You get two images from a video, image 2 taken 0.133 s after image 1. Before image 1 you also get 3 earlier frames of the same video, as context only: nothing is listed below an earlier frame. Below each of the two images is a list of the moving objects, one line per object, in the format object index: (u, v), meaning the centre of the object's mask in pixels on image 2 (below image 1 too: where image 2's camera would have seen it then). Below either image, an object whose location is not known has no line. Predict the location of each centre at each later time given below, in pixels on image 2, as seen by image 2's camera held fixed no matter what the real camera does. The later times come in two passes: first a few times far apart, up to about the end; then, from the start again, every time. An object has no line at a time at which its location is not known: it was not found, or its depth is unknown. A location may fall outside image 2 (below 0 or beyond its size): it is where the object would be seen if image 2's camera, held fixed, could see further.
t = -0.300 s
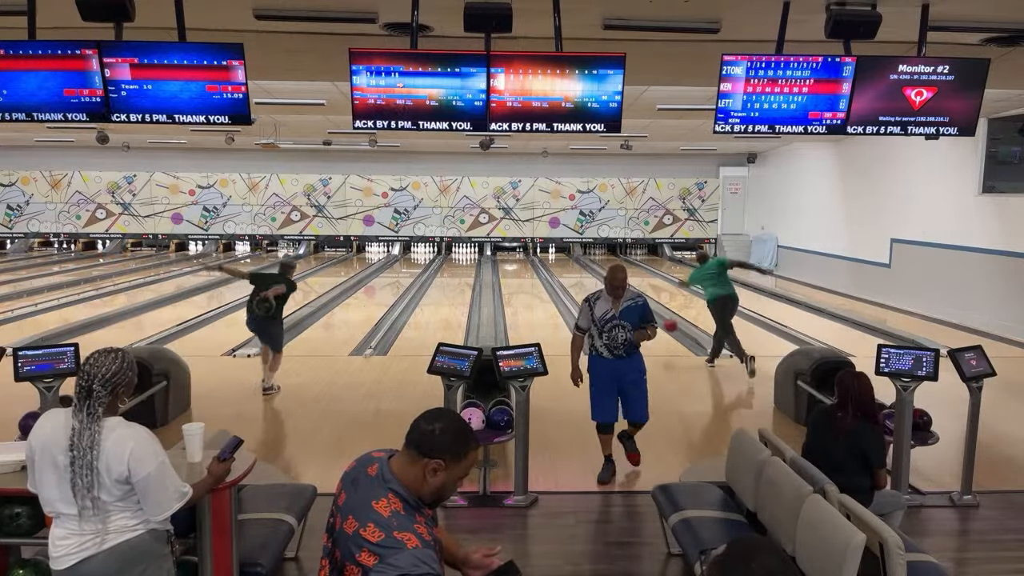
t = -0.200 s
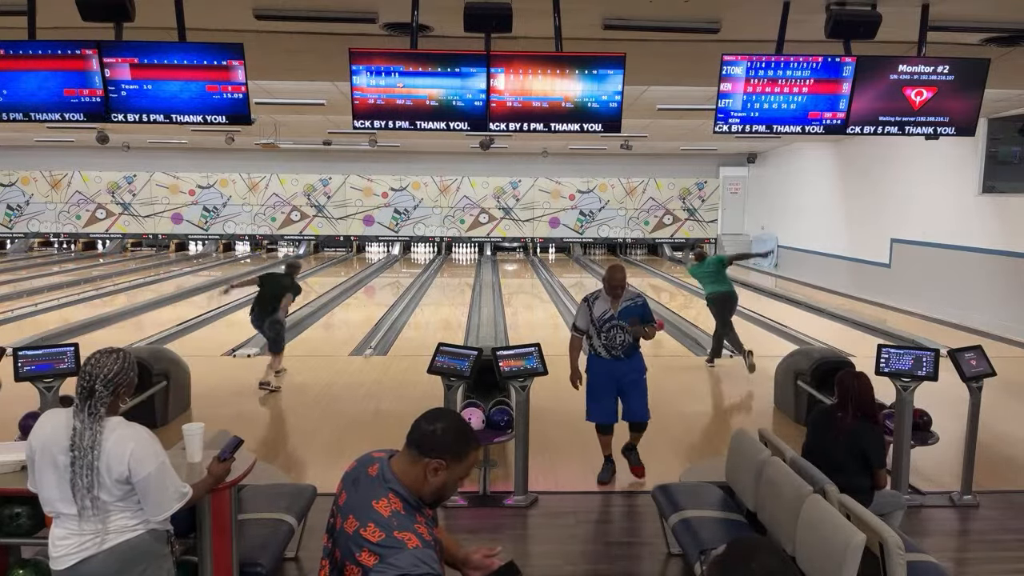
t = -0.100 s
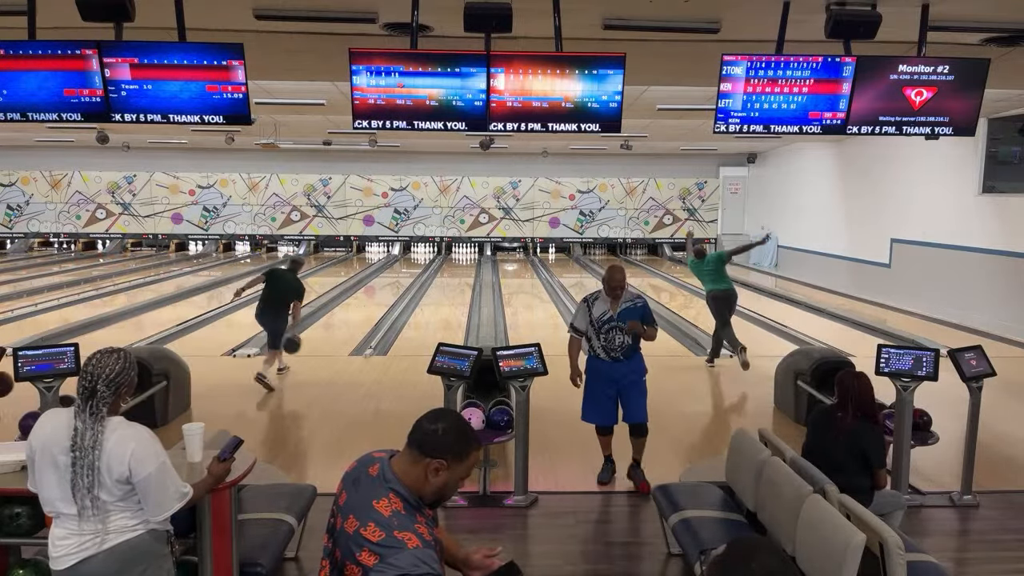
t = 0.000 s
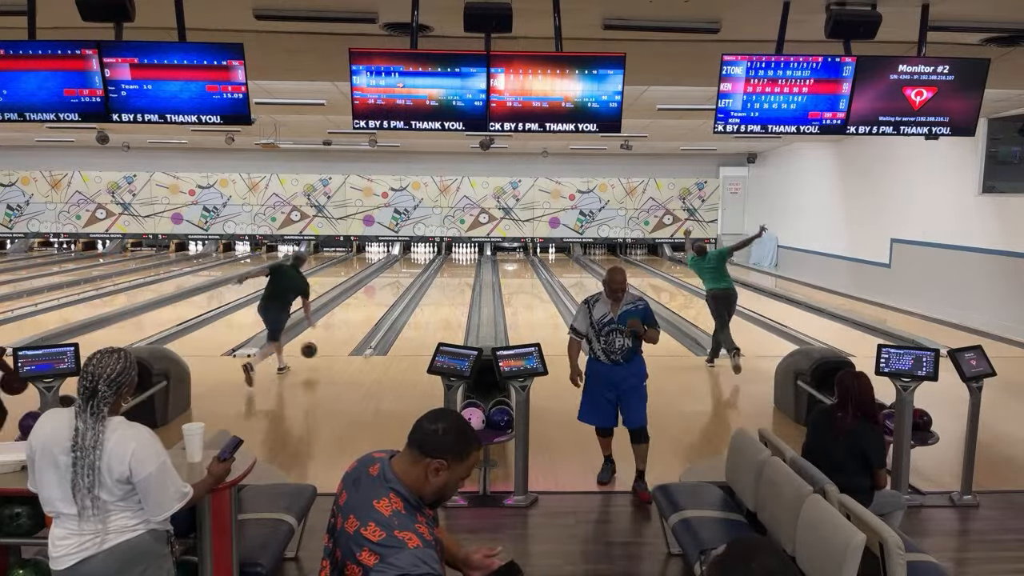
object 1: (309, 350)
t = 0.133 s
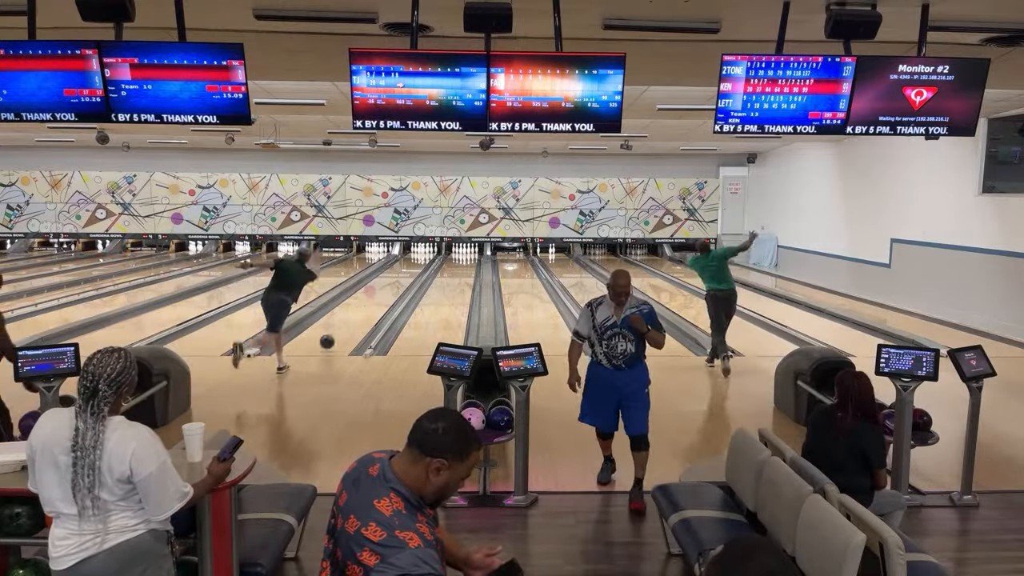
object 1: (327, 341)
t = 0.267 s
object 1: (341, 331)
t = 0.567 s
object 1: (366, 309)
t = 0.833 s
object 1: (382, 295)
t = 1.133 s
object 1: (395, 283)
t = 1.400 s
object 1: (404, 274)
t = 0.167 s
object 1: (331, 338)
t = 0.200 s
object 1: (334, 335)
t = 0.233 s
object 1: (338, 334)
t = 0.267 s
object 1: (341, 331)
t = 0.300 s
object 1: (345, 328)
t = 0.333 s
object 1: (348, 326)
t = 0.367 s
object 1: (351, 323)
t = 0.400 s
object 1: (353, 321)
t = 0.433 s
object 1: (356, 318)
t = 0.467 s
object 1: (359, 316)
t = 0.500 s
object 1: (361, 314)
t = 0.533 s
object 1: (364, 311)
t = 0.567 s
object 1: (366, 309)
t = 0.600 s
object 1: (368, 307)
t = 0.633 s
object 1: (370, 305)
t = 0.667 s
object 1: (373, 303)
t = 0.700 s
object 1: (375, 301)
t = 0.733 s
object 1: (377, 300)
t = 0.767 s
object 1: (378, 298)
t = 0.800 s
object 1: (380, 296)
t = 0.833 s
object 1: (382, 295)
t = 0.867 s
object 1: (384, 293)
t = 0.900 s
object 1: (385, 292)
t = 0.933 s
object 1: (387, 290)
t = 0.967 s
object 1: (388, 289)
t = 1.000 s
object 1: (390, 288)
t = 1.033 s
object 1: (391, 286)
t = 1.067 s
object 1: (393, 285)
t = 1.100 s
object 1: (394, 284)
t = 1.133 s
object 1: (395, 283)
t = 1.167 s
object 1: (397, 281)
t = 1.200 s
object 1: (398, 280)
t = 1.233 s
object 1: (399, 279)
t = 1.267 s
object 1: (400, 278)
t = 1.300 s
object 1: (401, 277)
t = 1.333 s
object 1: (402, 276)
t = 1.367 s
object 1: (403, 275)
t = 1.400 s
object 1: (404, 274)
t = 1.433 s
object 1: (405, 273)
